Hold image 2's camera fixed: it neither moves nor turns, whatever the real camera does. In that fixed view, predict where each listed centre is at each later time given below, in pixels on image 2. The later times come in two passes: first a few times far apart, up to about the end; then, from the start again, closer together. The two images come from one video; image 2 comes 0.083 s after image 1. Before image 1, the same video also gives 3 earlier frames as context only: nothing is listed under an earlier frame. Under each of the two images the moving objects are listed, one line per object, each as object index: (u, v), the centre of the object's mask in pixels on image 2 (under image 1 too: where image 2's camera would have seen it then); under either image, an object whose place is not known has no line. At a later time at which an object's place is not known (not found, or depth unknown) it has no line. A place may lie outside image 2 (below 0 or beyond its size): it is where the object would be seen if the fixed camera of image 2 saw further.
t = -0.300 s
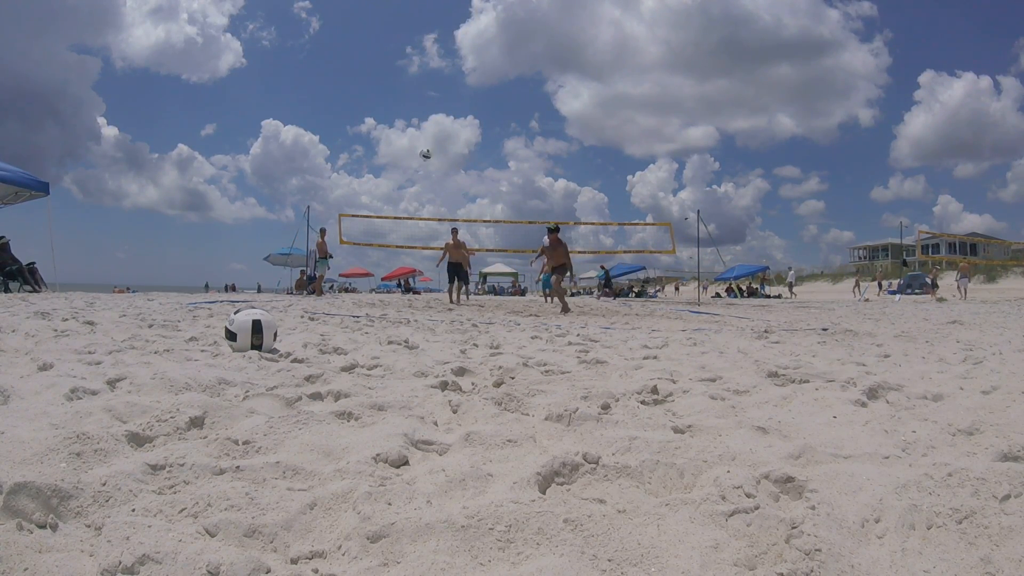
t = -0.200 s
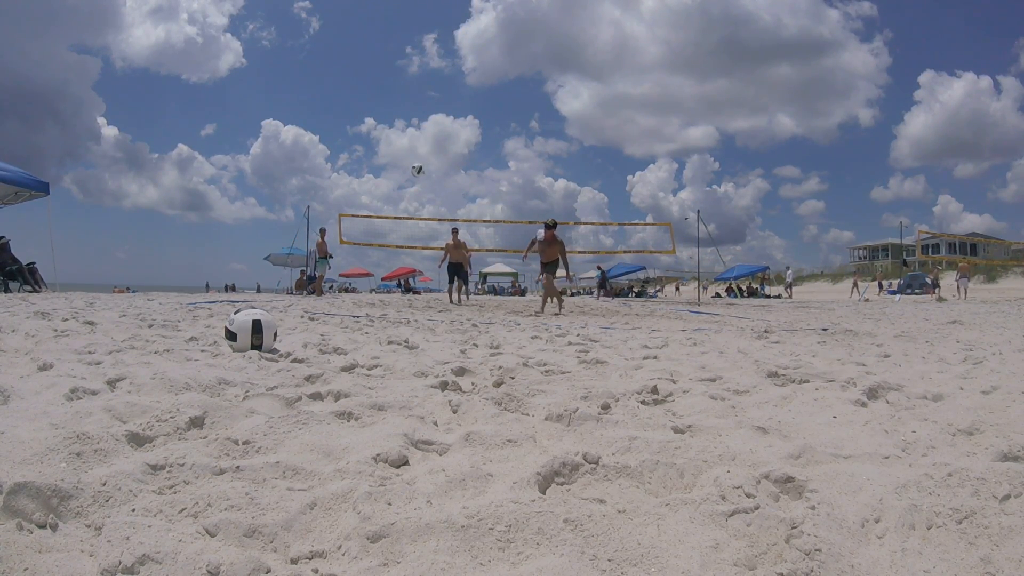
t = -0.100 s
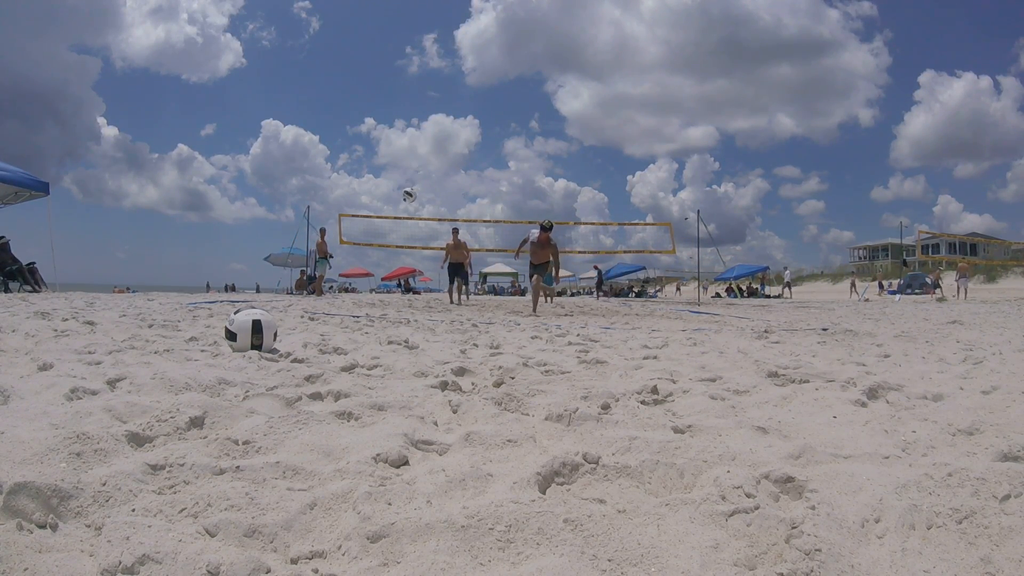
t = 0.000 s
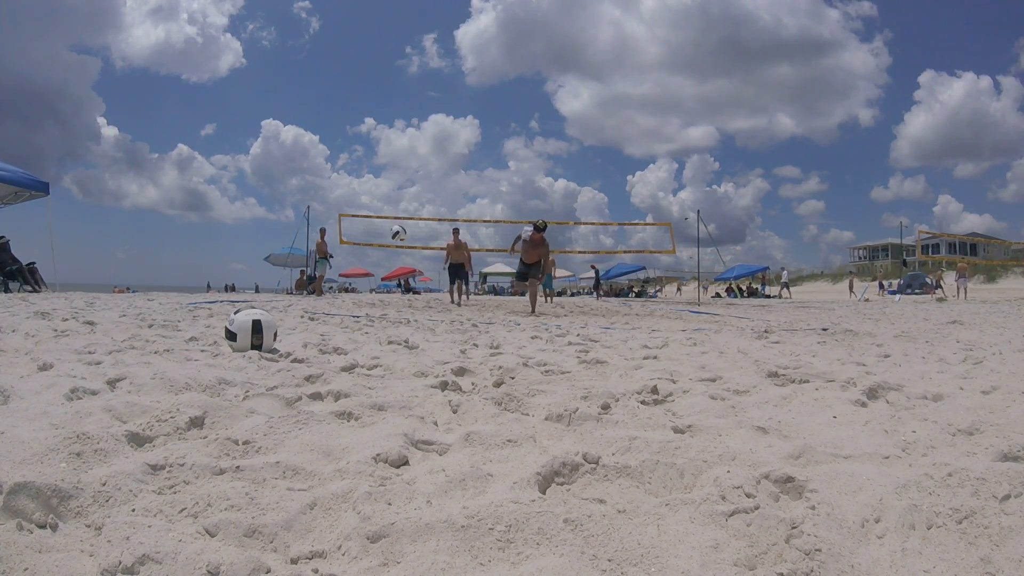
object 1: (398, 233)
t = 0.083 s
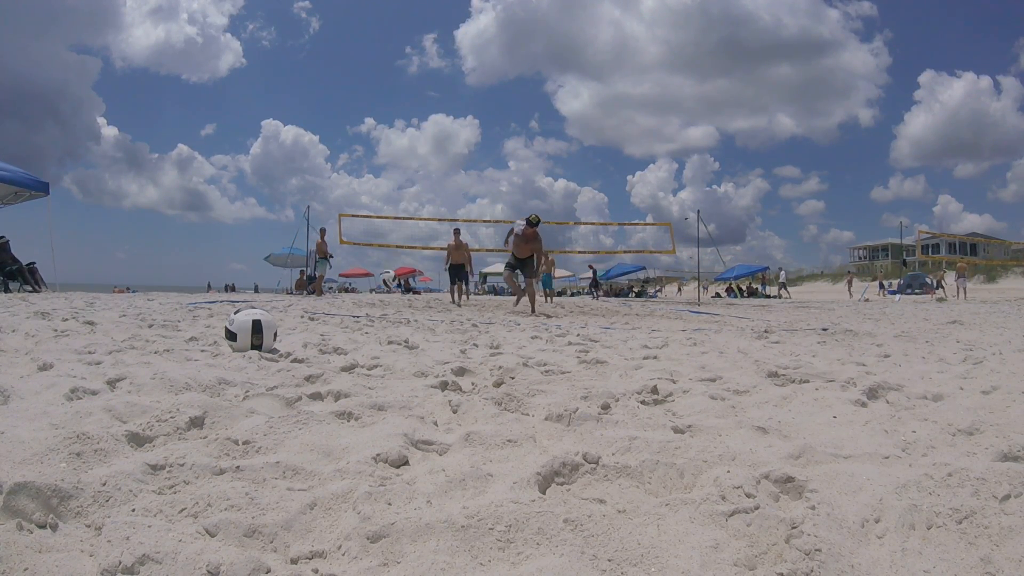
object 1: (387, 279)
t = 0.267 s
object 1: (370, 259)
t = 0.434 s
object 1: (357, 211)
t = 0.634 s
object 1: (335, 183)
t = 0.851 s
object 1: (301, 206)
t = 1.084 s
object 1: (252, 304)
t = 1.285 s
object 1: (206, 288)
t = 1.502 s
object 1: (144, 325)
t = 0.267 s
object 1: (370, 259)
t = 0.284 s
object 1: (368, 254)
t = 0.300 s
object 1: (367, 248)
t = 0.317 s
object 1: (366, 243)
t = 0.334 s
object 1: (364, 238)
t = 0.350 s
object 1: (363, 232)
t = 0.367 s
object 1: (362, 228)
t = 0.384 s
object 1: (361, 224)
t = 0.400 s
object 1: (359, 219)
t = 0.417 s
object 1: (358, 215)
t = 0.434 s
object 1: (357, 211)
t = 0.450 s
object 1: (354, 208)
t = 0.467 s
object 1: (353, 204)
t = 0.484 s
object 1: (351, 201)
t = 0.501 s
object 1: (350, 197)
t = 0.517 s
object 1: (348, 196)
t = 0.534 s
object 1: (347, 193)
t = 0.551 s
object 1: (345, 191)
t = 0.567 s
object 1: (343, 188)
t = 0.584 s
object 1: (341, 186)
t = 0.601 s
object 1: (339, 185)
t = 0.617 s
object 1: (337, 185)
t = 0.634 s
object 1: (335, 183)
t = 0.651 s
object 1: (333, 182)
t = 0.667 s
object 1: (330, 183)
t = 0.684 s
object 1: (329, 183)
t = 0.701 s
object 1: (326, 183)
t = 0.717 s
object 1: (324, 184)
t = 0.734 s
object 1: (321, 185)
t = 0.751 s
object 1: (319, 187)
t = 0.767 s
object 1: (316, 189)
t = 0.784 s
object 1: (313, 191)
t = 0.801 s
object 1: (309, 194)
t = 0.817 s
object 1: (308, 197)
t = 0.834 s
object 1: (305, 201)
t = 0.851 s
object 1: (301, 206)
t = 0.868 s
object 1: (297, 211)
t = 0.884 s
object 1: (294, 216)
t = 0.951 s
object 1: (281, 245)
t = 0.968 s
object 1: (277, 254)
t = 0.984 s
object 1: (273, 263)
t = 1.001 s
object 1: (270, 274)
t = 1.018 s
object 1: (266, 284)
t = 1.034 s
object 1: (263, 295)
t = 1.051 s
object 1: (263, 302)
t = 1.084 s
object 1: (252, 304)
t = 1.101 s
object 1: (248, 301)
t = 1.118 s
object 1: (244, 299)
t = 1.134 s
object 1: (241, 297)
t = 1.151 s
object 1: (237, 296)
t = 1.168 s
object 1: (234, 294)
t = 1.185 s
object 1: (231, 292)
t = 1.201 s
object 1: (226, 290)
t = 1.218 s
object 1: (223, 289)
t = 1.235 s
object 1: (219, 288)
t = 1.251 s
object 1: (215, 287)
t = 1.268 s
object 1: (211, 288)
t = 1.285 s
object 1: (206, 288)
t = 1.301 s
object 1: (202, 289)
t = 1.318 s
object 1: (197, 292)
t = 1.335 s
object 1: (192, 294)
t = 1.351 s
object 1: (188, 297)
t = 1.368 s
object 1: (183, 302)
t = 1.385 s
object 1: (178, 307)
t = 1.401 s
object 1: (172, 313)
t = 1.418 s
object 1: (167, 319)
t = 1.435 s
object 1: (162, 326)
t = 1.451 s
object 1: (157, 327)
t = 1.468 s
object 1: (153, 326)
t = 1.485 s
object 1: (148, 326)
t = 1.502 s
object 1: (144, 325)
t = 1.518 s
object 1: (140, 324)
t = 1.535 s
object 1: (136, 322)
